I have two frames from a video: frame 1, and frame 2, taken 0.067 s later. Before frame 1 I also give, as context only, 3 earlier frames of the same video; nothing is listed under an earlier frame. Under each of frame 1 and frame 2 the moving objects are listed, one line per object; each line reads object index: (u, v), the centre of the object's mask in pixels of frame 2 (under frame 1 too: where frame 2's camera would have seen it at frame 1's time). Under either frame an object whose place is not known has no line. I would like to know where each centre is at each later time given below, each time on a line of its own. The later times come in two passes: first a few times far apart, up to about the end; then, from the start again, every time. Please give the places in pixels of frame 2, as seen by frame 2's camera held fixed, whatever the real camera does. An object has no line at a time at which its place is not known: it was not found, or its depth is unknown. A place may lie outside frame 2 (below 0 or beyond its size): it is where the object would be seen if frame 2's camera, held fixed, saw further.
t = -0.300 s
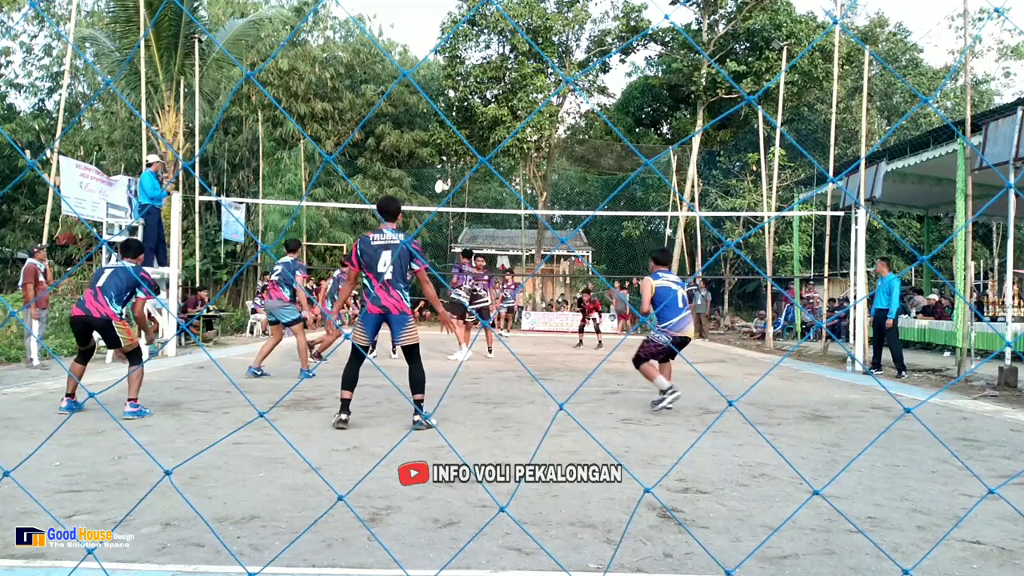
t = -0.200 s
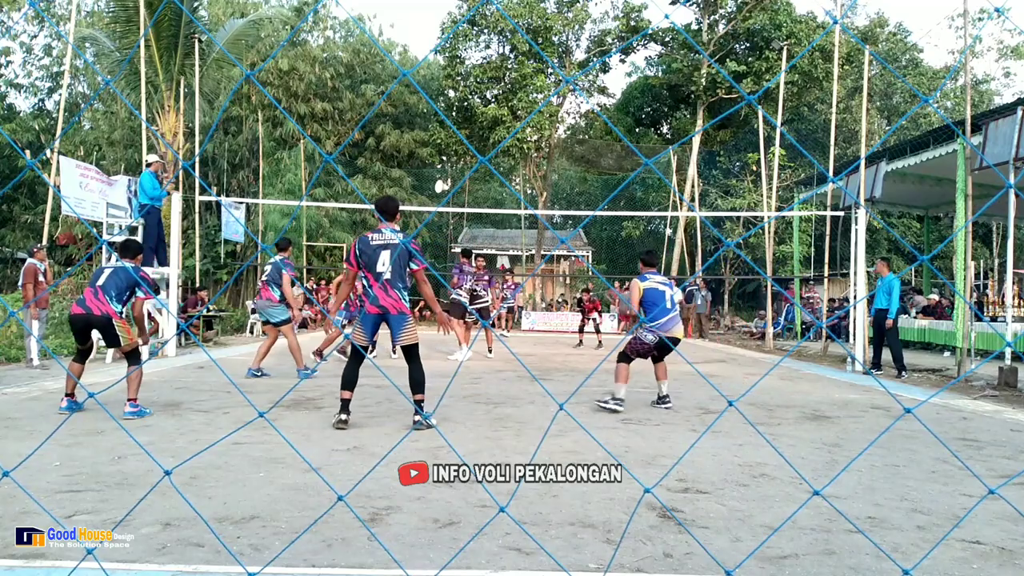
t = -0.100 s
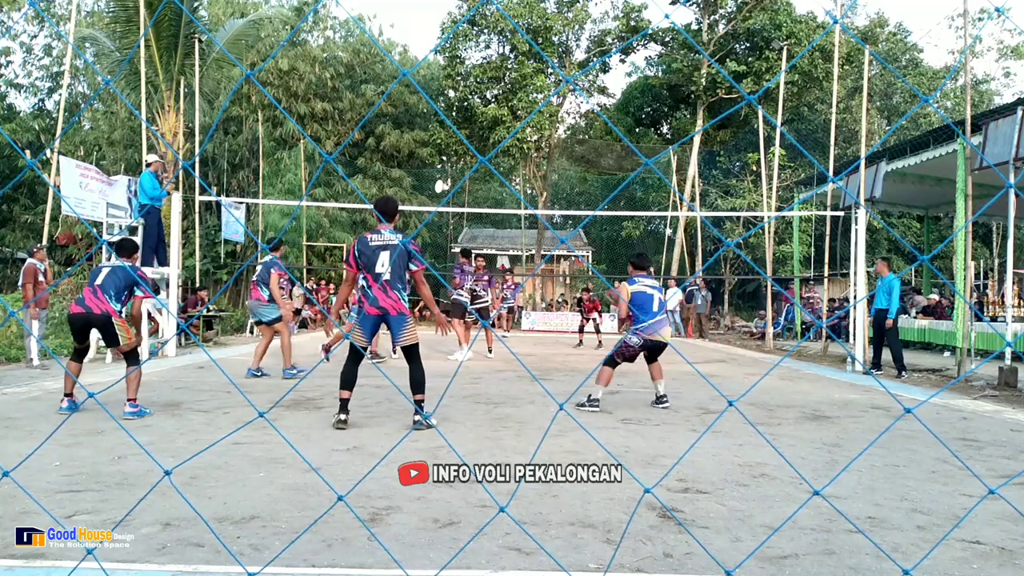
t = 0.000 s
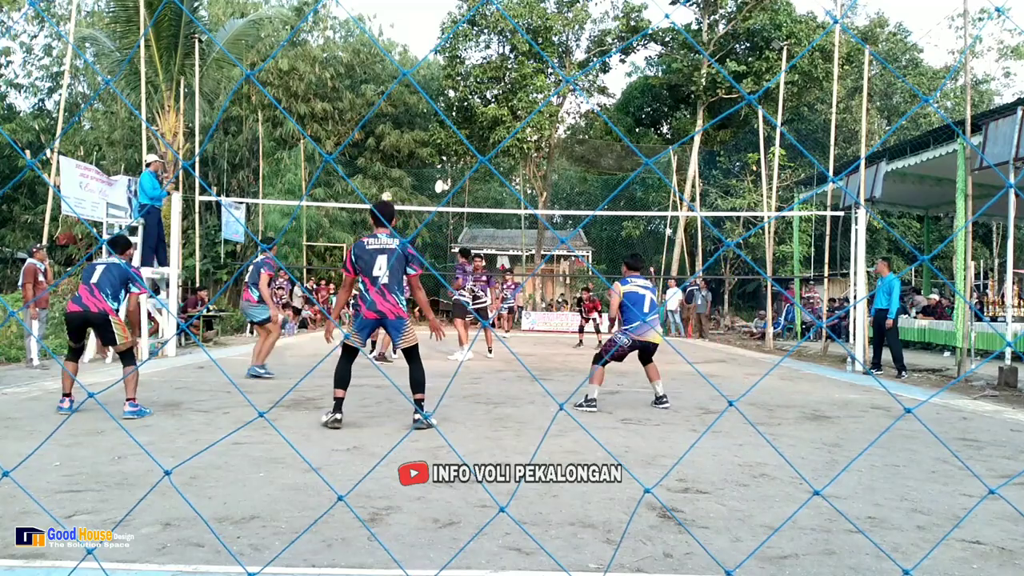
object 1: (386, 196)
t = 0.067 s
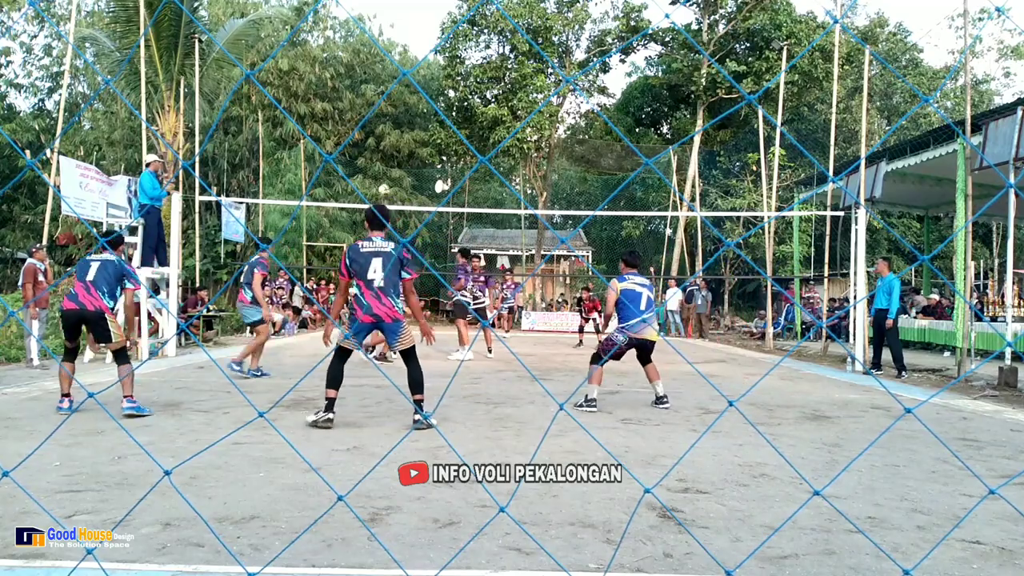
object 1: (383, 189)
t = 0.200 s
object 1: (376, 179)
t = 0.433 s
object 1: (363, 181)
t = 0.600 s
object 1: (350, 214)
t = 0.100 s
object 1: (382, 186)
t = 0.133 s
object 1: (380, 184)
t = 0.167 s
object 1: (378, 181)
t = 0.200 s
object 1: (376, 179)
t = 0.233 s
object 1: (375, 177)
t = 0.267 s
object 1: (373, 177)
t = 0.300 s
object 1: (371, 176)
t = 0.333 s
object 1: (369, 177)
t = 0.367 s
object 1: (367, 178)
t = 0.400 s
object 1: (365, 179)
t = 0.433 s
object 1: (363, 181)
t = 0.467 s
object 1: (361, 184)
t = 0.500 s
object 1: (358, 189)
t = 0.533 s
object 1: (355, 195)
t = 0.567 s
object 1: (353, 203)
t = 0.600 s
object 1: (350, 214)
